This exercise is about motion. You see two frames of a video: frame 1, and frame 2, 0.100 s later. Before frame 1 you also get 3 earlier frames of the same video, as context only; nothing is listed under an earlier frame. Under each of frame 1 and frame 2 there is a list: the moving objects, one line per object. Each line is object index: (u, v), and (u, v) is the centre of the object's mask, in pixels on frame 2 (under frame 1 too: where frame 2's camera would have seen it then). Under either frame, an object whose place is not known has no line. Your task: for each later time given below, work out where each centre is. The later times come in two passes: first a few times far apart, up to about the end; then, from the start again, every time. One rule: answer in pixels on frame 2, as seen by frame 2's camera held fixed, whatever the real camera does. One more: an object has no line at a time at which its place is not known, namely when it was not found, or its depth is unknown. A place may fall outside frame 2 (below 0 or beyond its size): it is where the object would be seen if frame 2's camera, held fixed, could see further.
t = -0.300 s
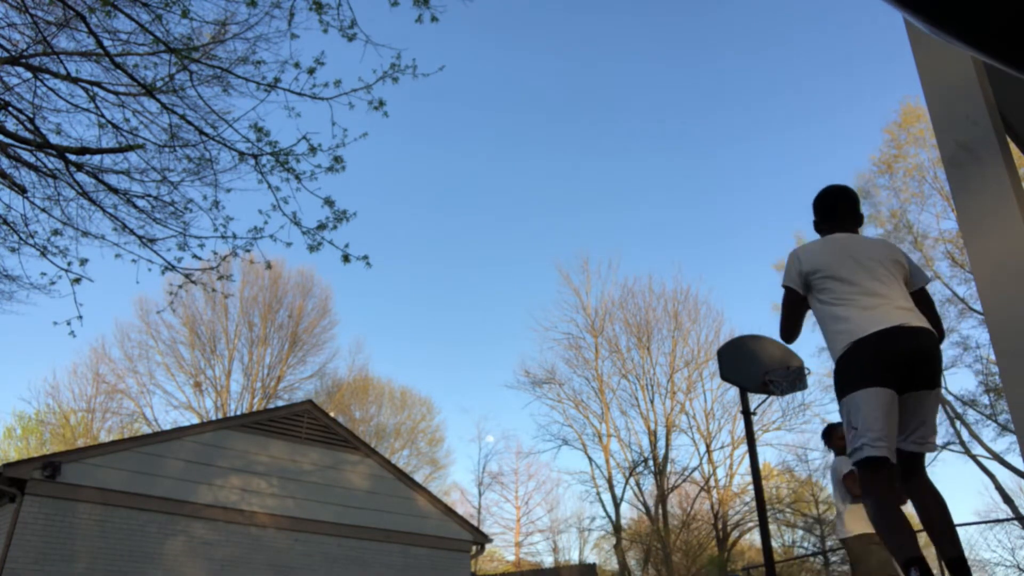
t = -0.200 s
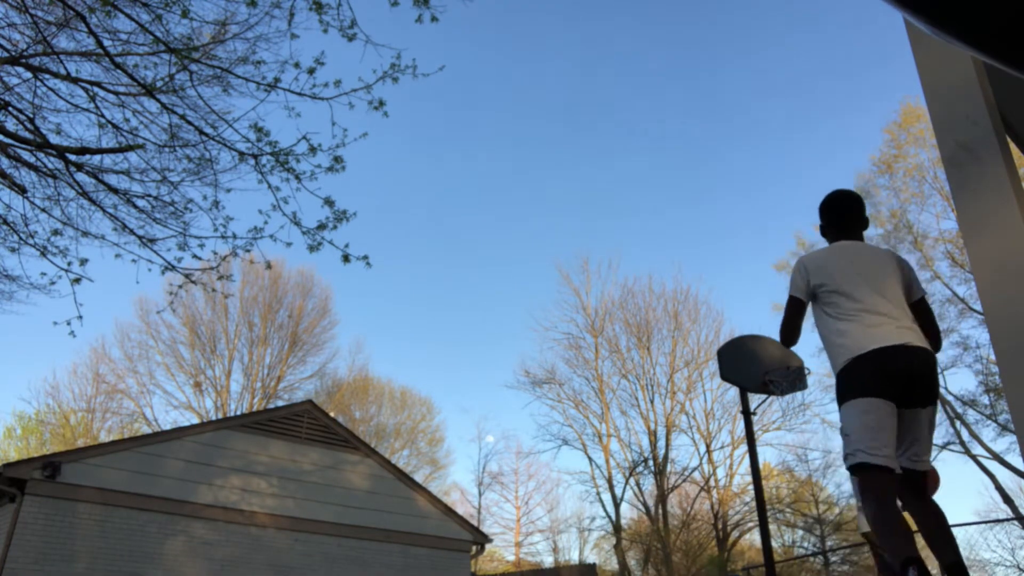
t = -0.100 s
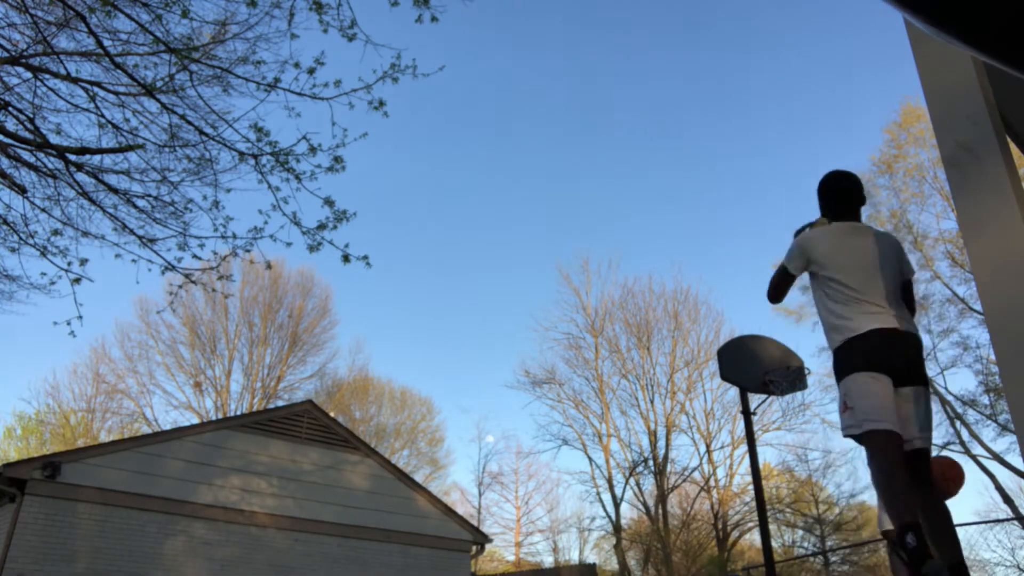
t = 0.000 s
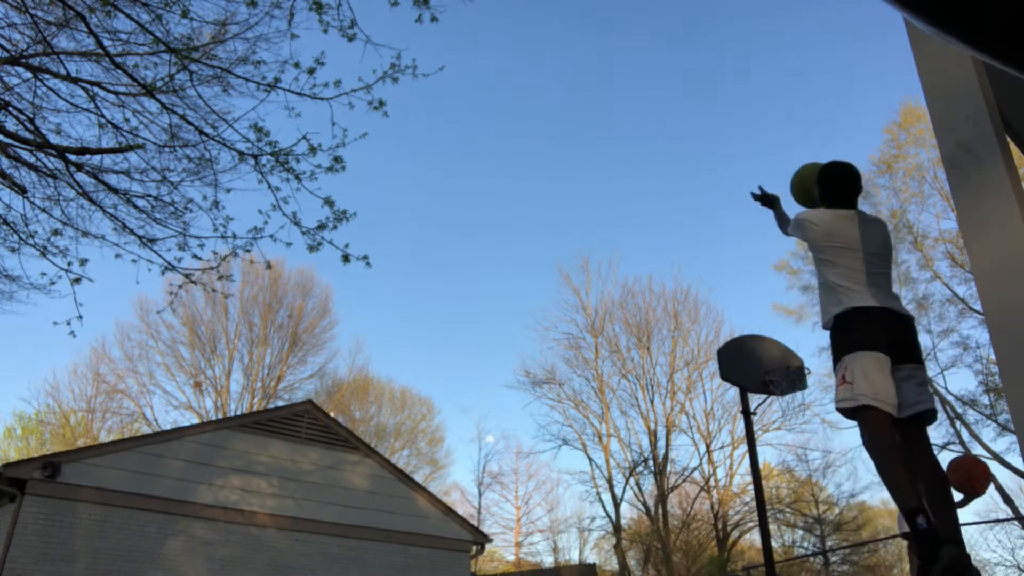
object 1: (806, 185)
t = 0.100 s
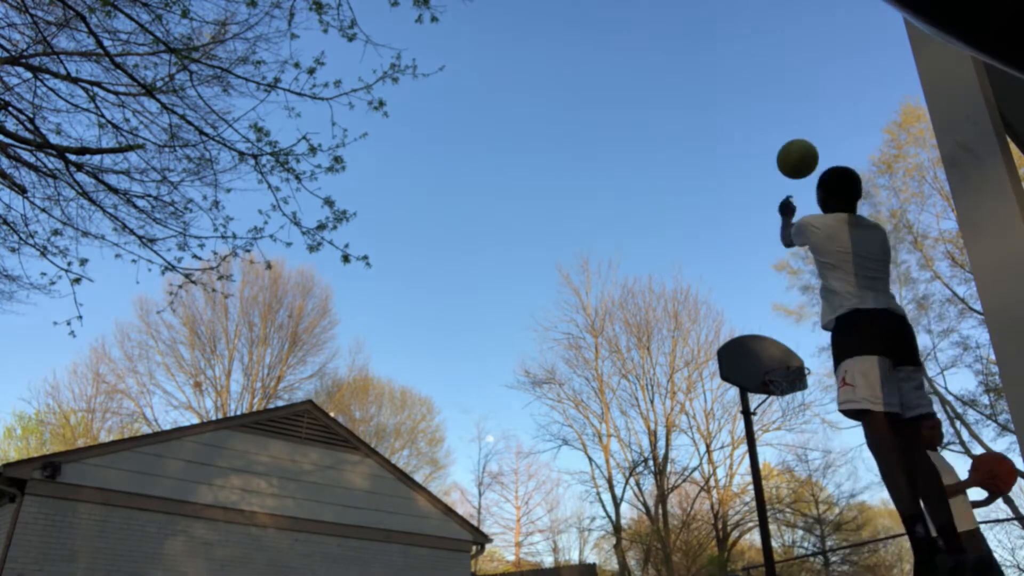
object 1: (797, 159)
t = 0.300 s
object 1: (781, 157)
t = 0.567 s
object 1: (777, 210)
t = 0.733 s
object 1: (779, 264)
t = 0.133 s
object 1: (793, 155)
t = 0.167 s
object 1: (790, 152)
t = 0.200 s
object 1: (787, 152)
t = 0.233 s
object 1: (785, 152)
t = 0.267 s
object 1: (783, 154)
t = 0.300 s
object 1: (781, 157)
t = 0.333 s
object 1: (780, 161)
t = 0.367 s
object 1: (778, 166)
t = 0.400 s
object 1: (778, 171)
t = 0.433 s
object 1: (777, 178)
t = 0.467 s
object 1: (777, 184)
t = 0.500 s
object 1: (777, 192)
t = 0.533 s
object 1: (777, 201)
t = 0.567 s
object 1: (777, 210)
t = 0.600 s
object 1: (777, 219)
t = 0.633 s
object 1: (777, 230)
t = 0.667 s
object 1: (778, 240)
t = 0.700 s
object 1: (778, 252)
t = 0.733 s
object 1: (779, 264)
